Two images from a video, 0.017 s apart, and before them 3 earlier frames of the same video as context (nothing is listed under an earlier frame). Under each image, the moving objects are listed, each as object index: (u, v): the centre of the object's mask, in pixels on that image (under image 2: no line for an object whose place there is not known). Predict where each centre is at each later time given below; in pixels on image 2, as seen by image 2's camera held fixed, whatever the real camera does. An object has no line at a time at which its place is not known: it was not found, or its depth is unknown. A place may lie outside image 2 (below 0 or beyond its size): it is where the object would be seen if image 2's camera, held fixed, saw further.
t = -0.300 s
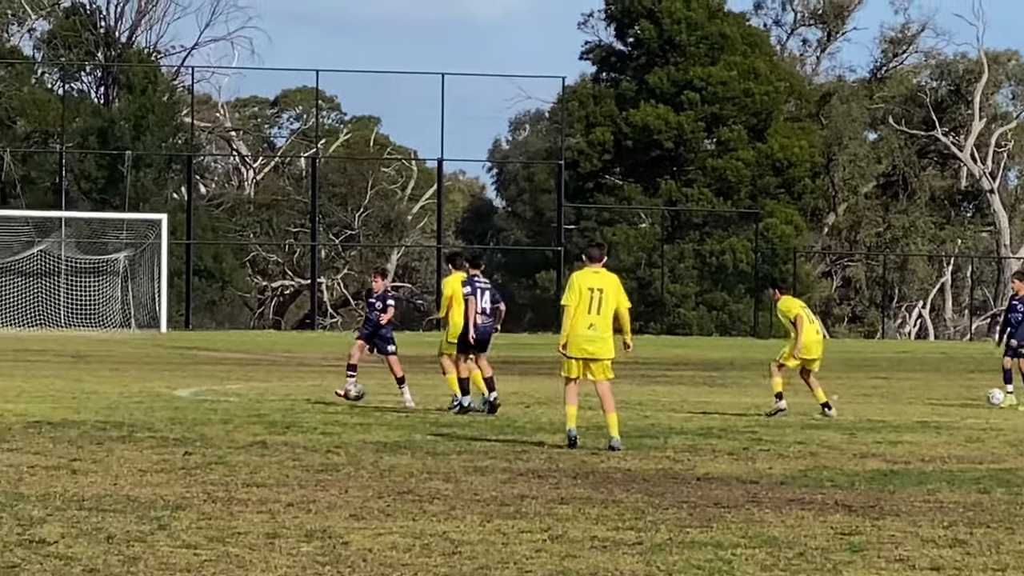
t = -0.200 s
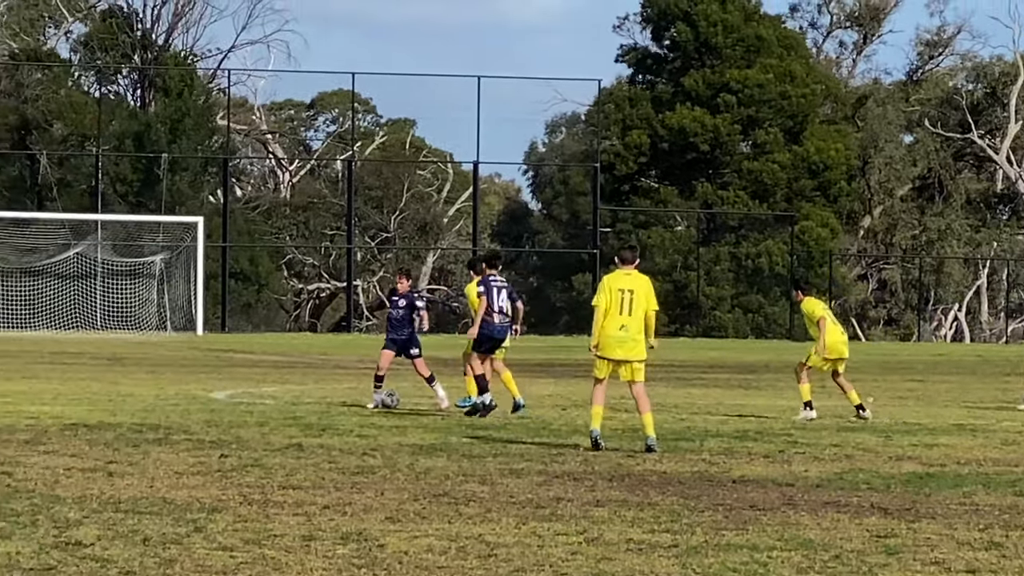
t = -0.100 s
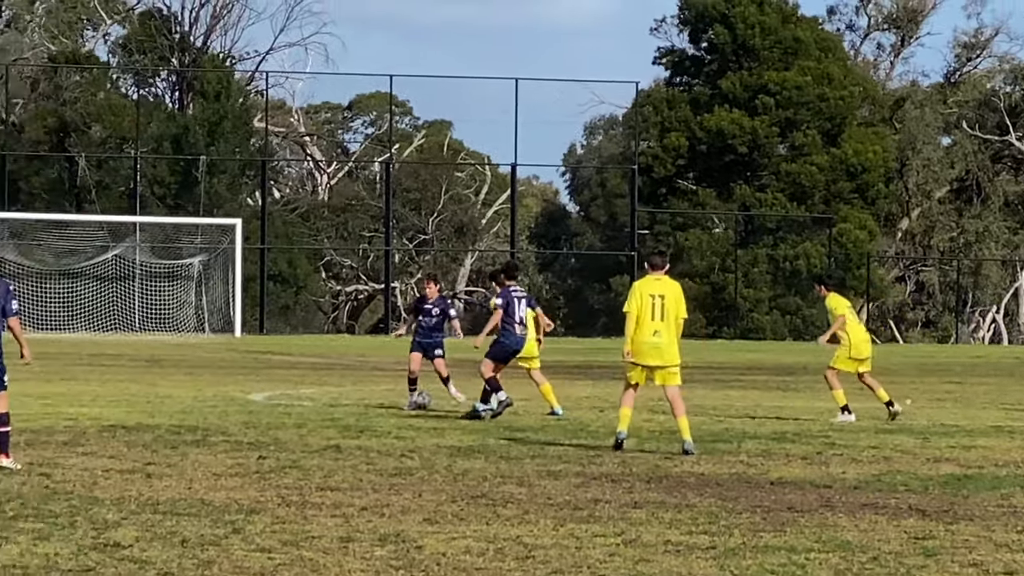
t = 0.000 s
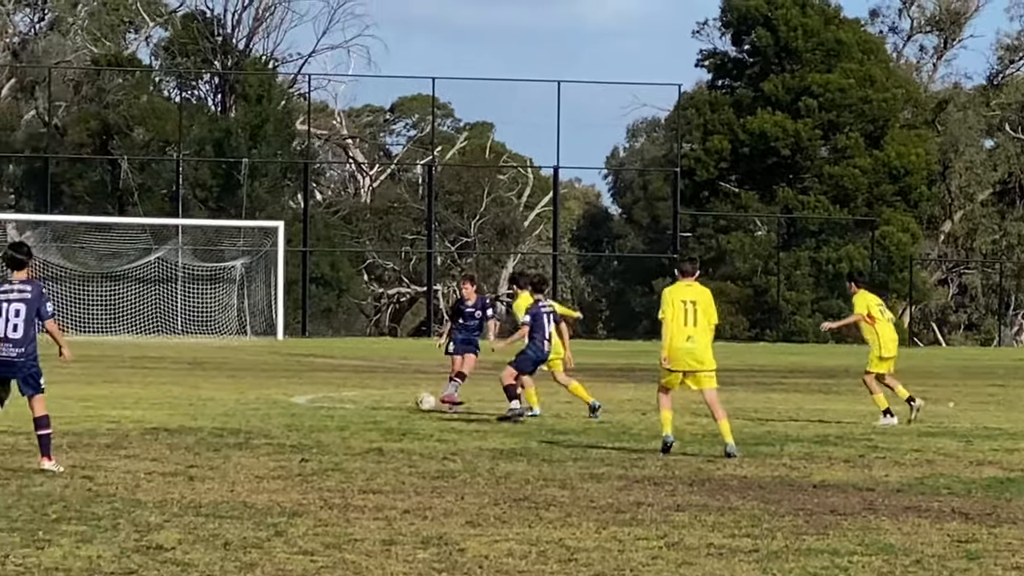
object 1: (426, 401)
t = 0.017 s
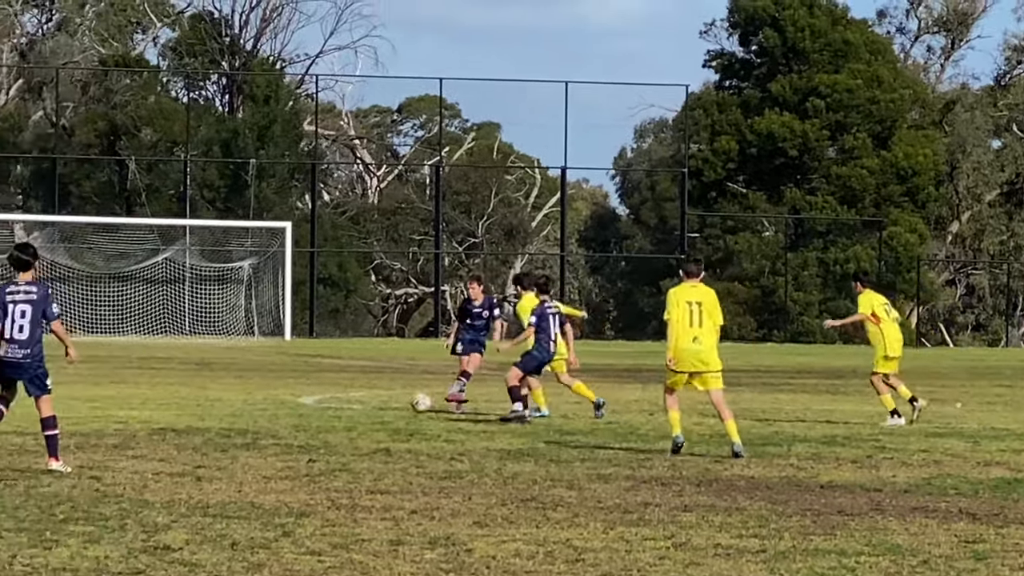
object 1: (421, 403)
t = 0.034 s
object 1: (410, 403)
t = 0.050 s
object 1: (398, 403)
